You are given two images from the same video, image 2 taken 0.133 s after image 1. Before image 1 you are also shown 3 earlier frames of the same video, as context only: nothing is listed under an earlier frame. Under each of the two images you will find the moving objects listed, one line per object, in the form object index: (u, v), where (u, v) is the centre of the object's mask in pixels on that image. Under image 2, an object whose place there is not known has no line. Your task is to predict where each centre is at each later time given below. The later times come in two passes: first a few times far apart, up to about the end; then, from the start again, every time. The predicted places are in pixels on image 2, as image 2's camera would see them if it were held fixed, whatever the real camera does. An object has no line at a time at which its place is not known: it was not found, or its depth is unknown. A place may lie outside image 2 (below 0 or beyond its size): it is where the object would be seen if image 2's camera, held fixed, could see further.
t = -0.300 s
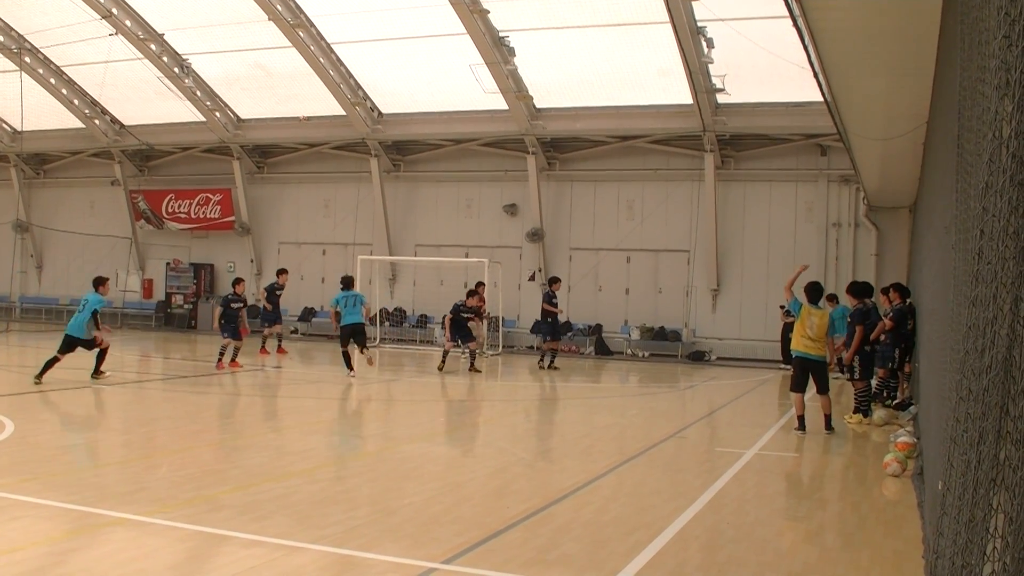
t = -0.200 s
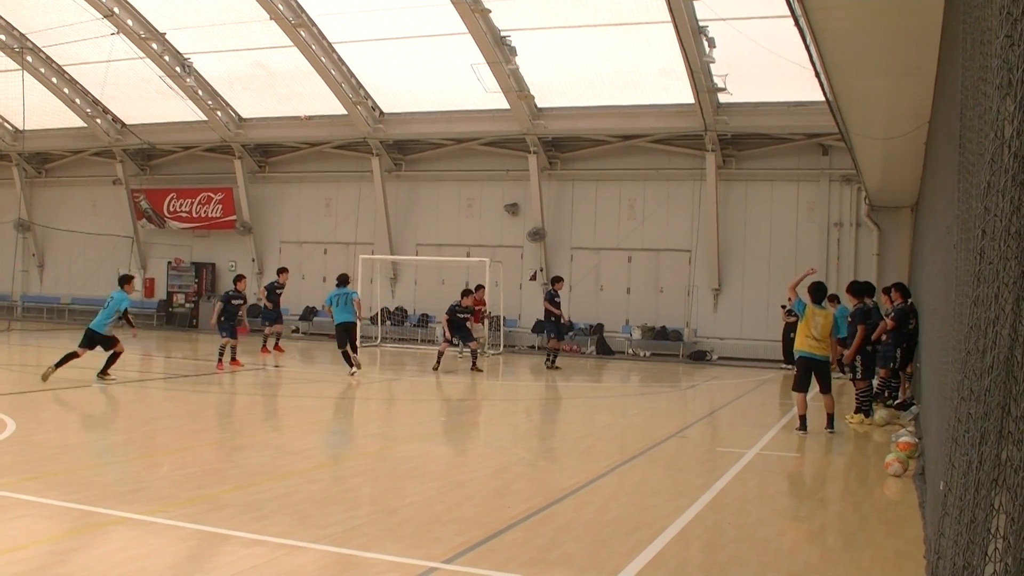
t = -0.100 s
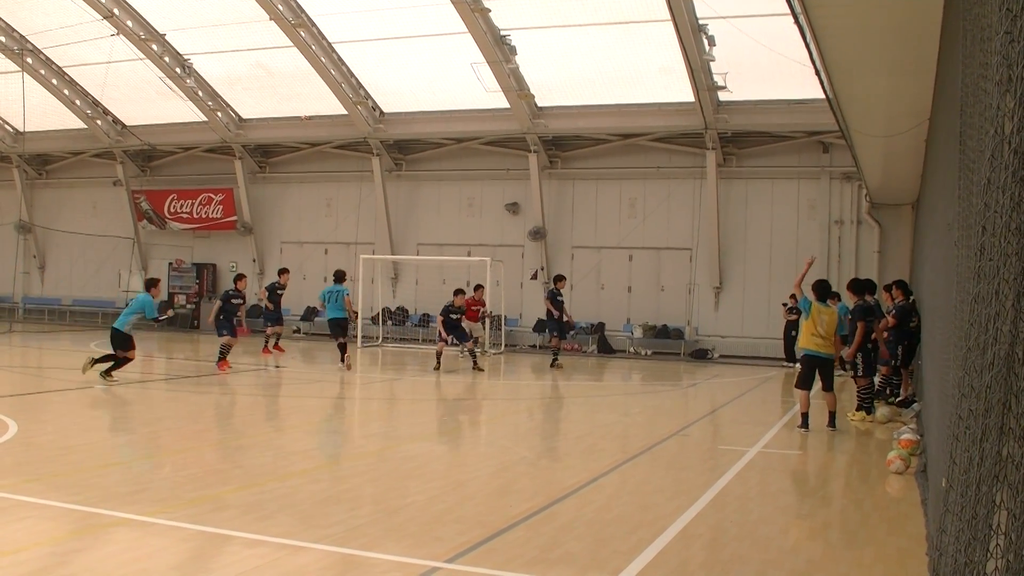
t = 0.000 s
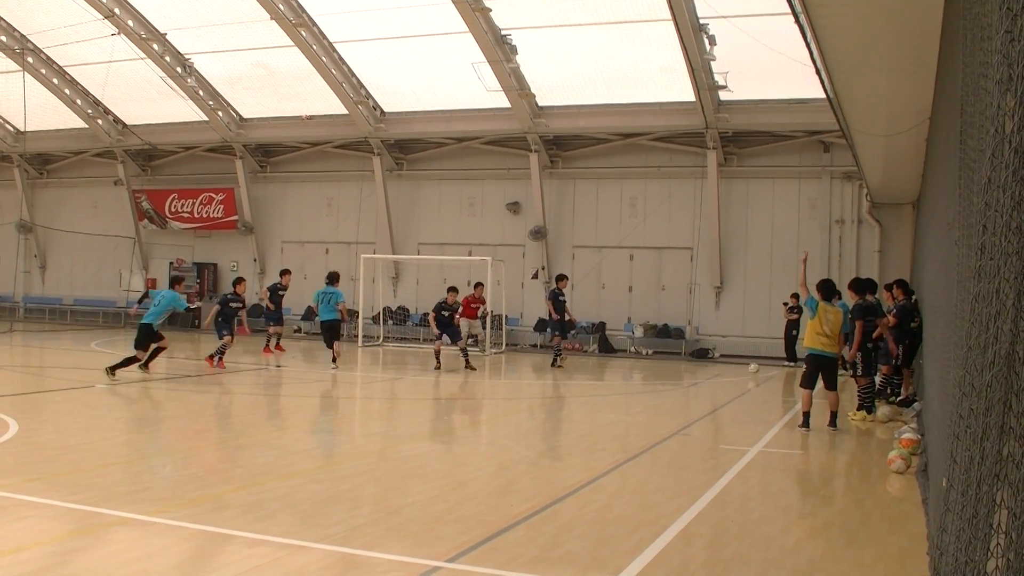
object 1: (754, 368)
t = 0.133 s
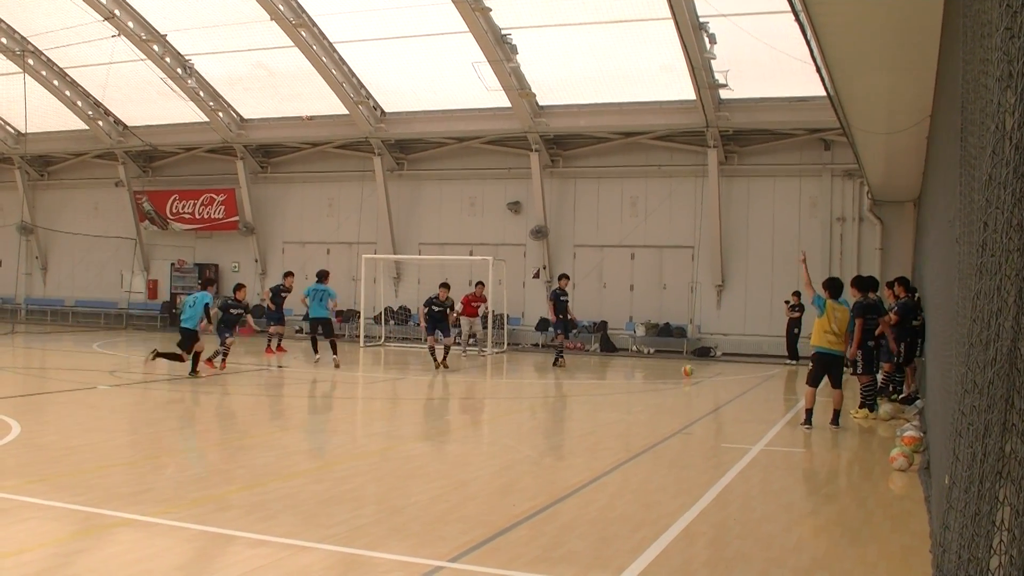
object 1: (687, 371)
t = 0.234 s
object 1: (635, 373)
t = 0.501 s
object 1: (487, 377)
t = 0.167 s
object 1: (669, 372)
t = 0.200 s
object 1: (652, 374)
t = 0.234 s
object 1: (635, 373)
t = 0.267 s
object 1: (617, 372)
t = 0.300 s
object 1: (598, 373)
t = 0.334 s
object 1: (580, 375)
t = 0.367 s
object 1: (561, 374)
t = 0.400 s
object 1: (543, 376)
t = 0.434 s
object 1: (525, 377)
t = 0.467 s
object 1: (506, 377)
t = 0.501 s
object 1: (487, 377)
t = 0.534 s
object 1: (469, 378)
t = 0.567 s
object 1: (448, 379)
